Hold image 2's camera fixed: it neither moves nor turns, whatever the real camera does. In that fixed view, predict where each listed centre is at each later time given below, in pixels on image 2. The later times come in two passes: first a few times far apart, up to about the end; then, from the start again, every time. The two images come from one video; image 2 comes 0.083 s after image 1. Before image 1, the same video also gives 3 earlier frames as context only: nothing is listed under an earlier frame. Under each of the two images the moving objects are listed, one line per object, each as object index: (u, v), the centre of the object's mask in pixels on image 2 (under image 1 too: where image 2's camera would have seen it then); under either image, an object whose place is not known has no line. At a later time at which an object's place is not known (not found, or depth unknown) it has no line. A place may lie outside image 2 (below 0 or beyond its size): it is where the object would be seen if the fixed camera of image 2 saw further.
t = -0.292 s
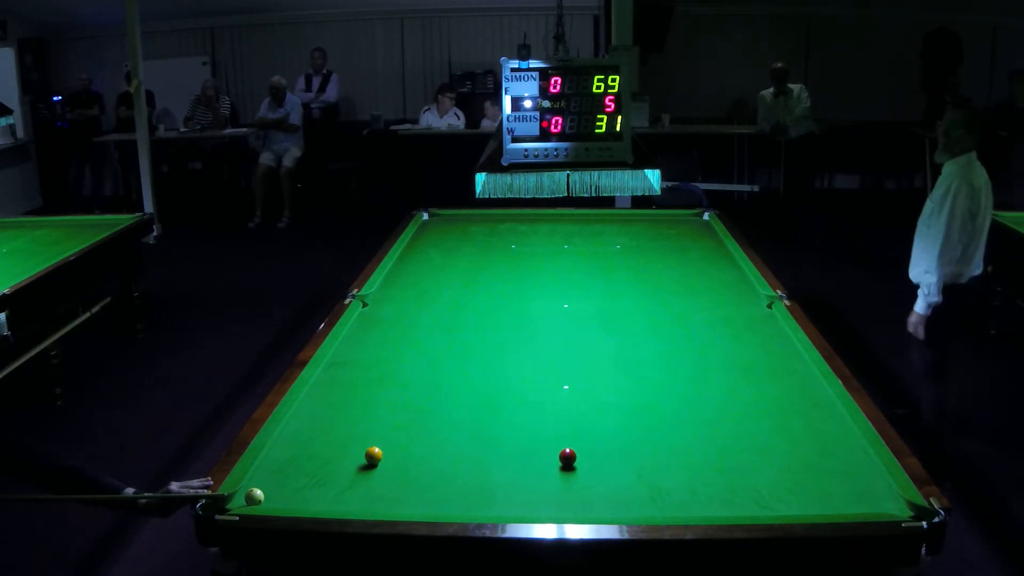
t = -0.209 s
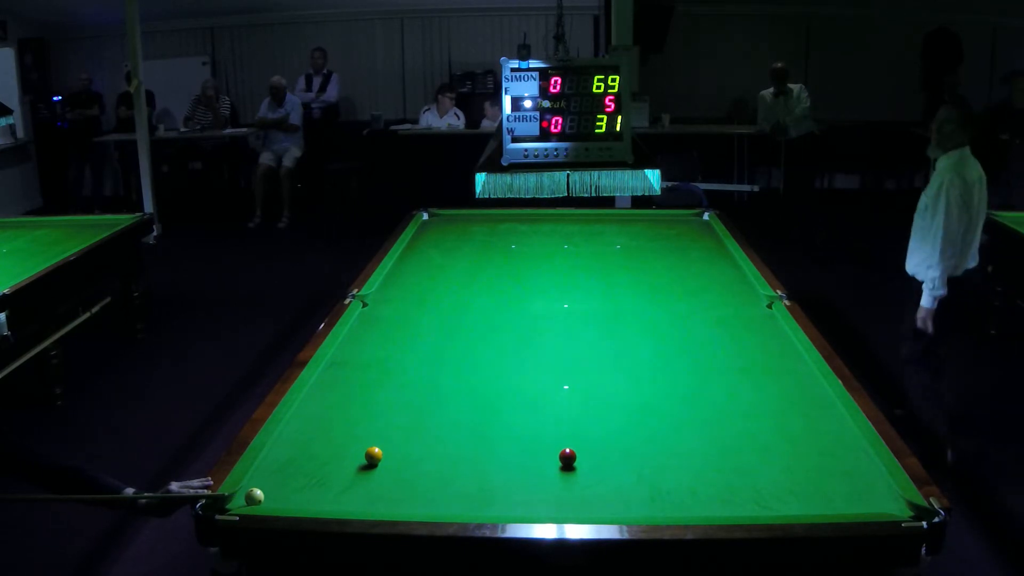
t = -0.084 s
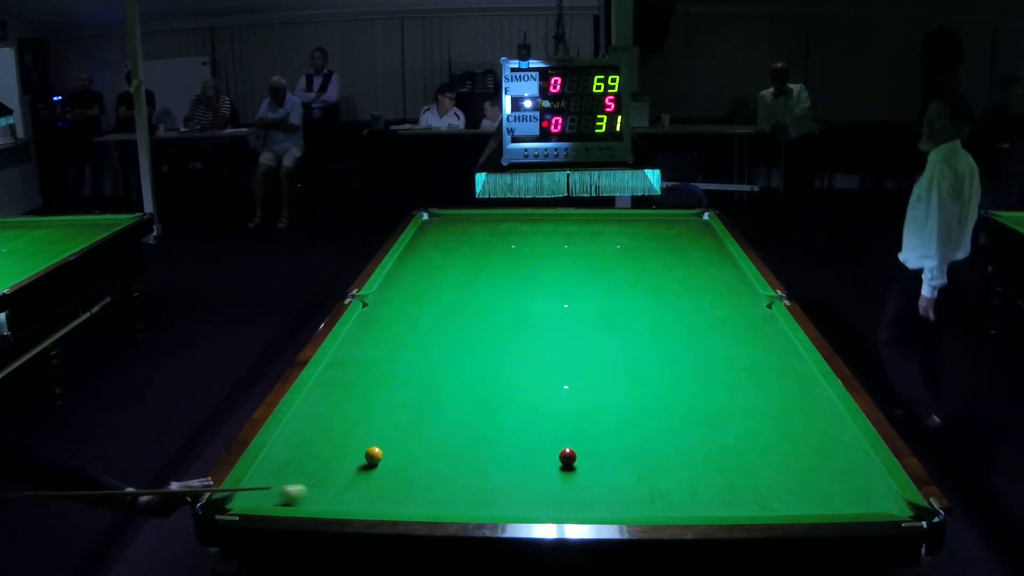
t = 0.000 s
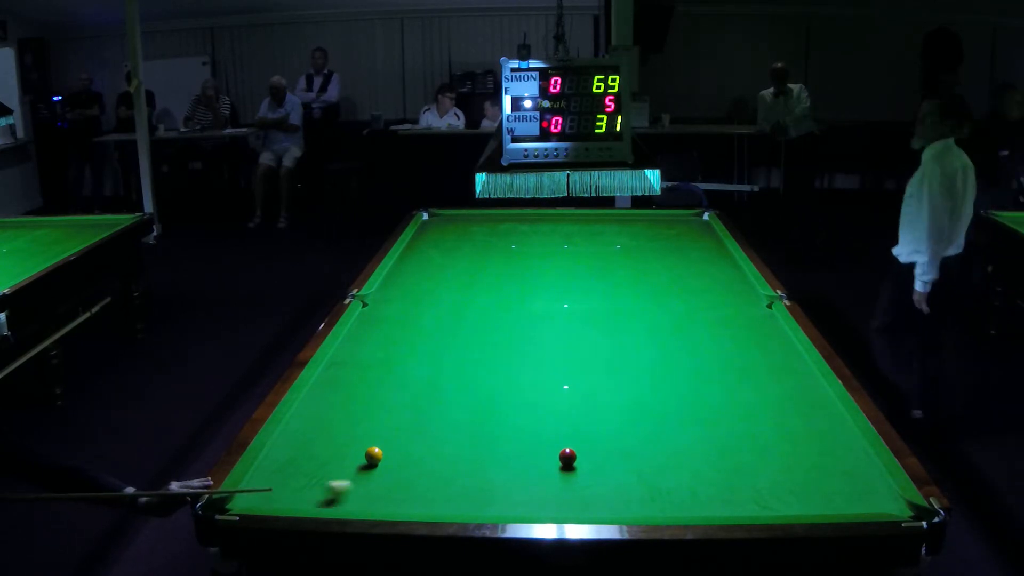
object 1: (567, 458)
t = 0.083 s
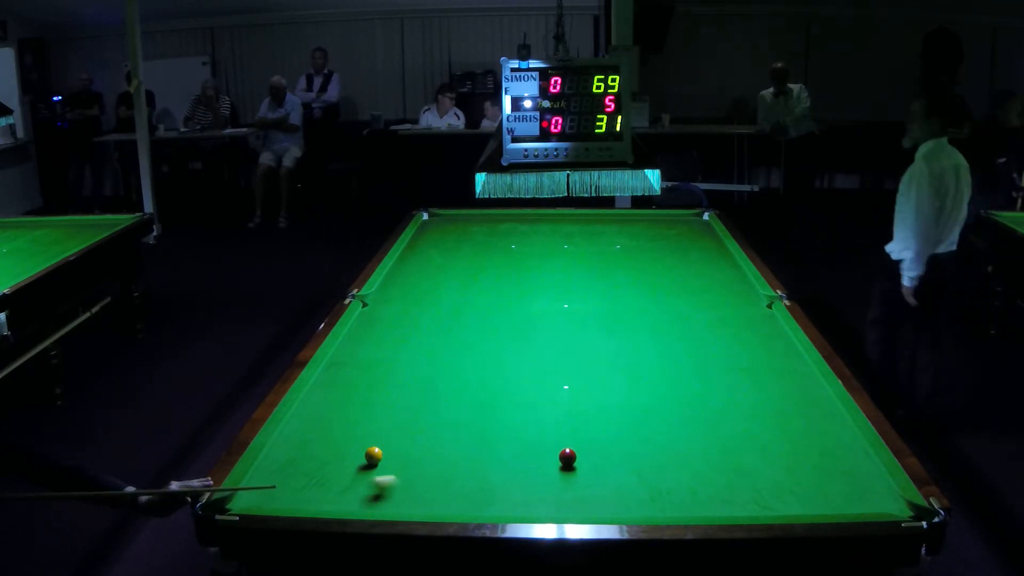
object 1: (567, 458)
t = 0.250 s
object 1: (567, 458)
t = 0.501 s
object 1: (581, 448)
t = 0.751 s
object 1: (614, 426)
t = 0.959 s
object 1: (638, 409)
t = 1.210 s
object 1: (664, 392)
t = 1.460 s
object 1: (686, 377)
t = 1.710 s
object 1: (706, 363)
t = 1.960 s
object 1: (724, 352)
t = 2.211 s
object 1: (740, 341)
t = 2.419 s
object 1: (752, 333)
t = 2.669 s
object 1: (765, 325)
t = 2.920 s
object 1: (768, 318)
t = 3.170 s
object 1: (756, 313)
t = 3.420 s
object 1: (746, 308)
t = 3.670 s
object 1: (736, 304)
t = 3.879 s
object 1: (729, 301)
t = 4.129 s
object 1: (722, 298)
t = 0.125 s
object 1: (567, 458)
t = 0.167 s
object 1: (567, 458)
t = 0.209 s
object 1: (567, 458)
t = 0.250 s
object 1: (567, 458)
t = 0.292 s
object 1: (567, 458)
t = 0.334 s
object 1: (567, 458)
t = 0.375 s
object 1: (567, 458)
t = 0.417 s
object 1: (569, 456)
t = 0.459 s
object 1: (575, 451)
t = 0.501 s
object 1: (581, 448)
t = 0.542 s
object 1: (587, 444)
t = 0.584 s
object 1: (593, 440)
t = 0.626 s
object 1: (599, 436)
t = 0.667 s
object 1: (604, 433)
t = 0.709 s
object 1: (609, 429)
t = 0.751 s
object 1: (614, 426)
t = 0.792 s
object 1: (620, 422)
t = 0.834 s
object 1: (624, 419)
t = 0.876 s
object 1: (629, 416)
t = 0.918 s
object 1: (634, 413)
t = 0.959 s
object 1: (638, 409)
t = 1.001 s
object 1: (643, 406)
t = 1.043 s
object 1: (647, 403)
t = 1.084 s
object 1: (651, 401)
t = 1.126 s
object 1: (656, 397)
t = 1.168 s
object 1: (660, 395)
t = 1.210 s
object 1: (664, 392)
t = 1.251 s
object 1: (668, 389)
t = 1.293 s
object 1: (672, 387)
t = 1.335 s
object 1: (675, 384)
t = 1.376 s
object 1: (679, 382)
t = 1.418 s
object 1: (683, 379)
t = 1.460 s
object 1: (686, 377)
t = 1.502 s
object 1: (690, 374)
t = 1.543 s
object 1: (693, 372)
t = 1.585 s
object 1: (697, 370)
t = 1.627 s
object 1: (700, 368)
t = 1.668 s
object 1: (703, 366)
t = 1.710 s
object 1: (706, 363)
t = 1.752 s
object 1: (710, 361)
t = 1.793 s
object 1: (713, 359)
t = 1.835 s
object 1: (716, 357)
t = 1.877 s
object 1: (719, 355)
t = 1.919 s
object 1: (721, 353)
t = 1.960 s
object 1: (724, 352)
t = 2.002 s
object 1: (727, 350)
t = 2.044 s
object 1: (730, 348)
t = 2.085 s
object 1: (733, 346)
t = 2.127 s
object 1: (735, 345)
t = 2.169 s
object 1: (738, 343)
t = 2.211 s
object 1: (740, 341)
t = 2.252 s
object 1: (743, 340)
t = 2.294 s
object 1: (745, 338)
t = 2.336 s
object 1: (747, 336)
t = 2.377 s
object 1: (750, 335)
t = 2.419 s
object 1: (752, 333)
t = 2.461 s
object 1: (755, 332)
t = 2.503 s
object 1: (757, 330)
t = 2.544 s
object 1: (759, 329)
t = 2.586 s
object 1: (761, 328)
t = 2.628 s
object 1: (763, 326)
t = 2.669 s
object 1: (765, 325)
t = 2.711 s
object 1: (767, 323)
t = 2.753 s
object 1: (769, 322)
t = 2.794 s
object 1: (771, 321)
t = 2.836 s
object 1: (773, 319)
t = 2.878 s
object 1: (771, 318)
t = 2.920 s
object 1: (768, 318)
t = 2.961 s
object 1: (766, 317)
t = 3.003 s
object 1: (764, 316)
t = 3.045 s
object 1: (762, 315)
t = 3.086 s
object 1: (760, 314)
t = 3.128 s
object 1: (758, 313)
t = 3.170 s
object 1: (756, 313)
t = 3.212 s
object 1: (754, 312)
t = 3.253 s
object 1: (752, 311)
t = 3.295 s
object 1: (751, 310)
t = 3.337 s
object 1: (749, 309)
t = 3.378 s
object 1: (747, 309)
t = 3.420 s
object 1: (746, 308)
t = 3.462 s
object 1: (744, 307)
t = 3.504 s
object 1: (742, 307)
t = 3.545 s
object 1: (740, 306)
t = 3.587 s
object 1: (739, 305)
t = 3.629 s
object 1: (737, 305)
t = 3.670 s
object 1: (736, 304)
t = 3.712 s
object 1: (735, 304)
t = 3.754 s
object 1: (733, 303)
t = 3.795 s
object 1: (732, 302)
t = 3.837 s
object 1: (731, 302)
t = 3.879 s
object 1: (729, 301)
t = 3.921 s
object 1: (728, 301)
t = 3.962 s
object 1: (727, 300)
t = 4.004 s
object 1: (726, 300)
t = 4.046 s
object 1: (724, 299)
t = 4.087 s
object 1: (723, 299)
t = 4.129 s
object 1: (722, 298)
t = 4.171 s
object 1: (721, 298)
